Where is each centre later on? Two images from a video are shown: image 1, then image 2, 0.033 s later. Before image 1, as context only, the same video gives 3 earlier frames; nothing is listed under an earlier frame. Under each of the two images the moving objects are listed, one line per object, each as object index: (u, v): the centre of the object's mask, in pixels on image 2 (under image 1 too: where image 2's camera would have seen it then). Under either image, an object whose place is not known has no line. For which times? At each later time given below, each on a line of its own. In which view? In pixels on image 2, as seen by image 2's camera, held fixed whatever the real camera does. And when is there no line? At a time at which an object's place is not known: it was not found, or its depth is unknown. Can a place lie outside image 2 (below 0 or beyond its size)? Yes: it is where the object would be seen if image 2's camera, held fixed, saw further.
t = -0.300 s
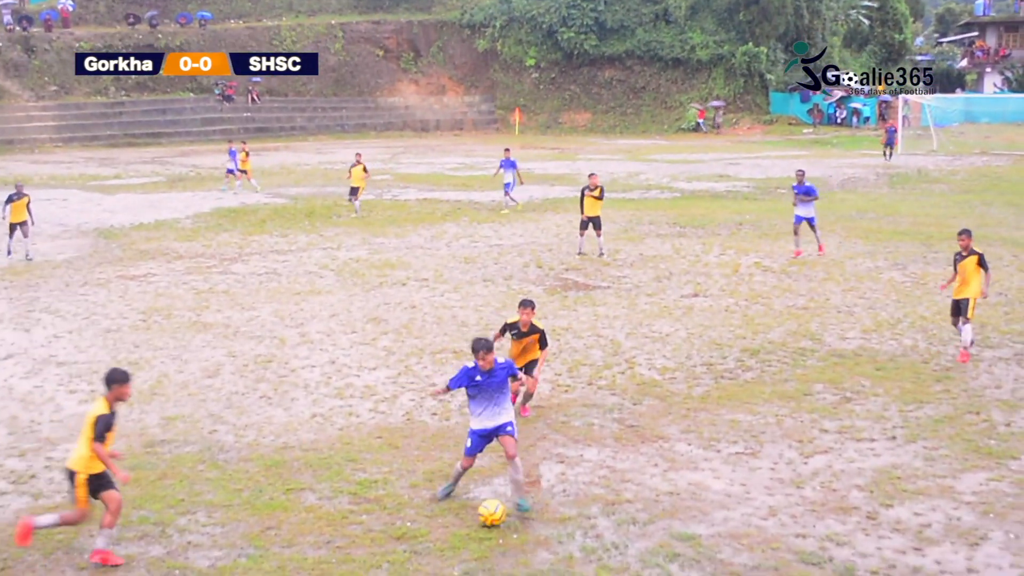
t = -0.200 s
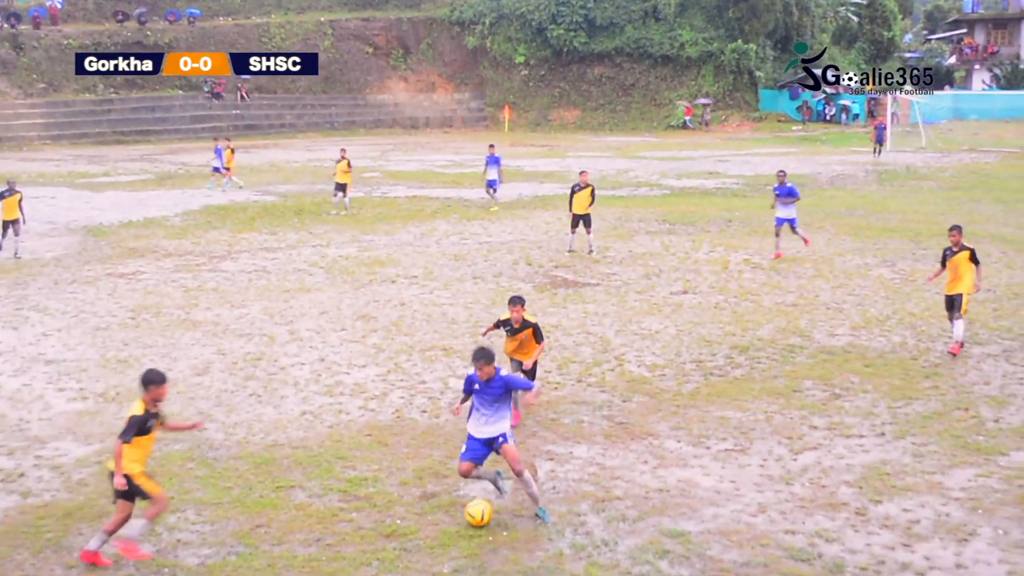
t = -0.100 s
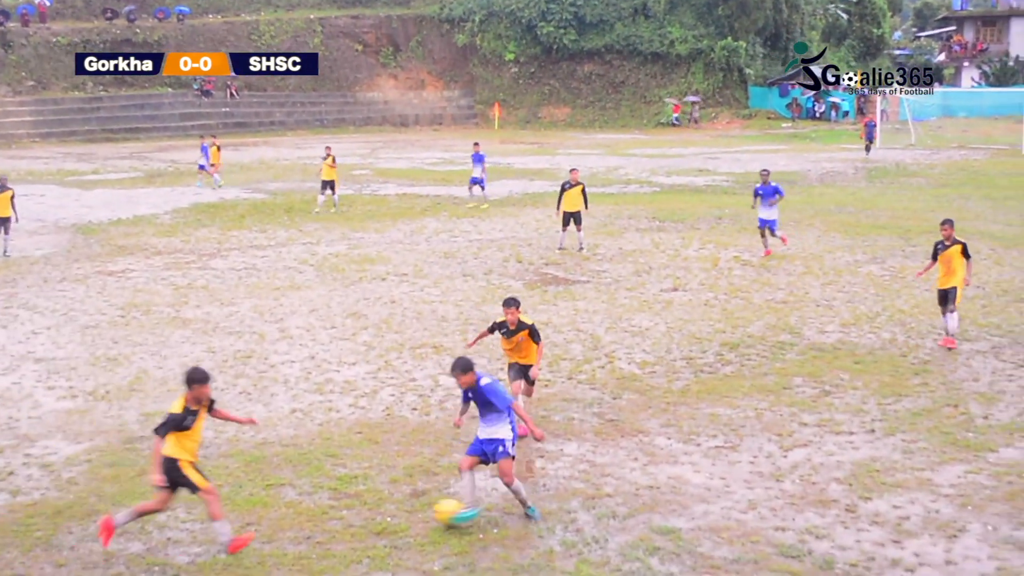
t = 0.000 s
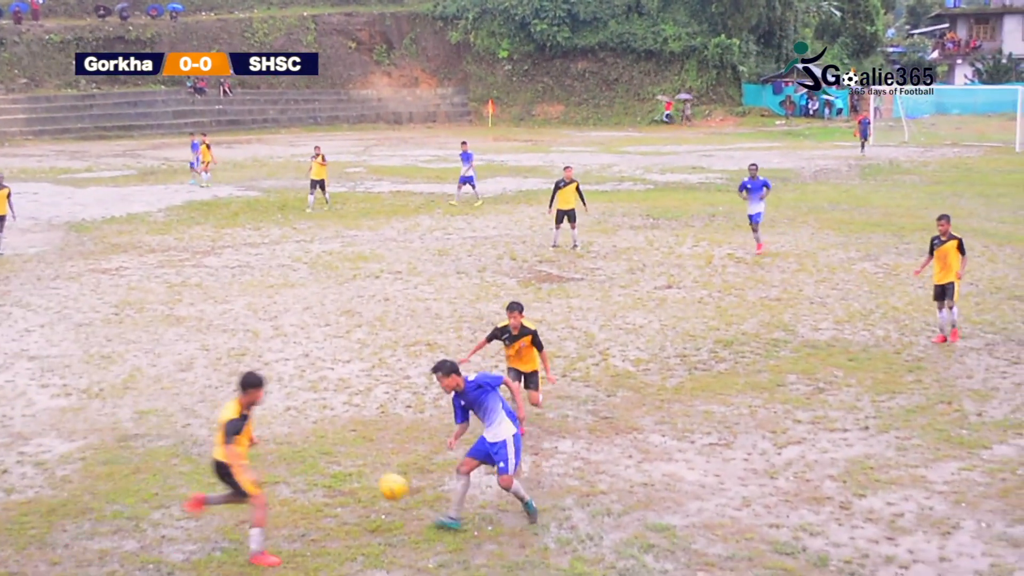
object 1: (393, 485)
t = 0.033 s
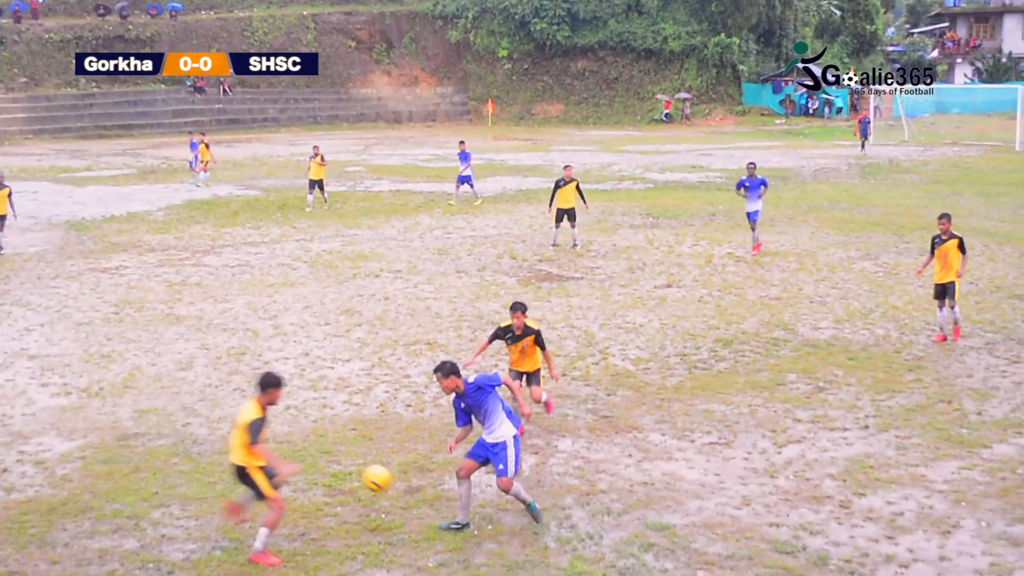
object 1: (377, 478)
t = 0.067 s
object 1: (362, 472)
